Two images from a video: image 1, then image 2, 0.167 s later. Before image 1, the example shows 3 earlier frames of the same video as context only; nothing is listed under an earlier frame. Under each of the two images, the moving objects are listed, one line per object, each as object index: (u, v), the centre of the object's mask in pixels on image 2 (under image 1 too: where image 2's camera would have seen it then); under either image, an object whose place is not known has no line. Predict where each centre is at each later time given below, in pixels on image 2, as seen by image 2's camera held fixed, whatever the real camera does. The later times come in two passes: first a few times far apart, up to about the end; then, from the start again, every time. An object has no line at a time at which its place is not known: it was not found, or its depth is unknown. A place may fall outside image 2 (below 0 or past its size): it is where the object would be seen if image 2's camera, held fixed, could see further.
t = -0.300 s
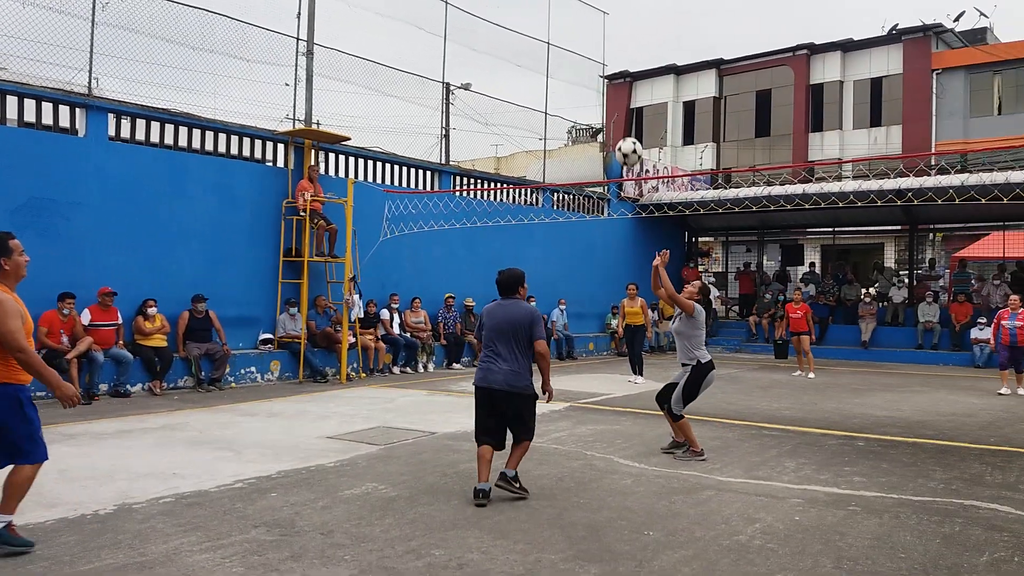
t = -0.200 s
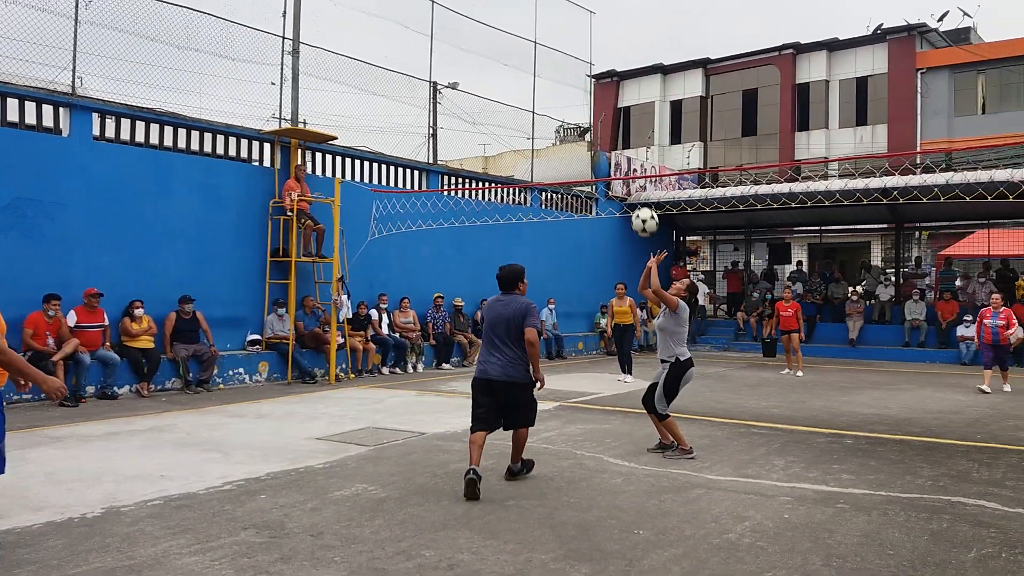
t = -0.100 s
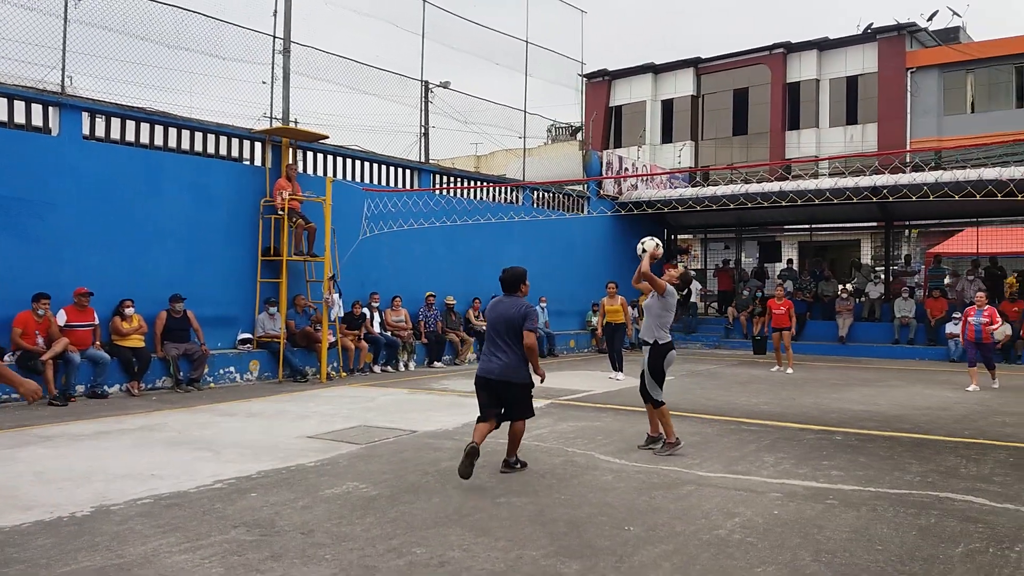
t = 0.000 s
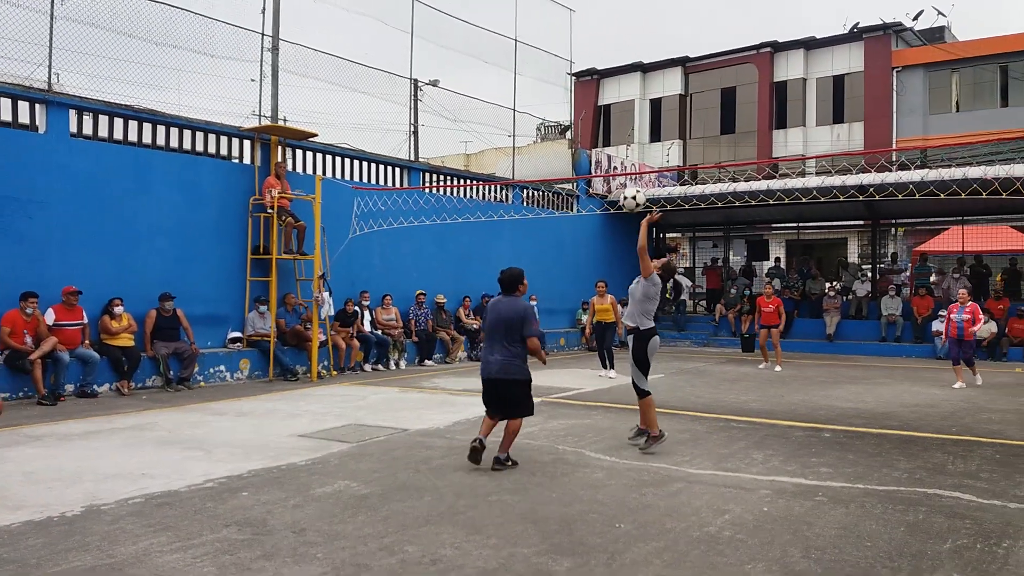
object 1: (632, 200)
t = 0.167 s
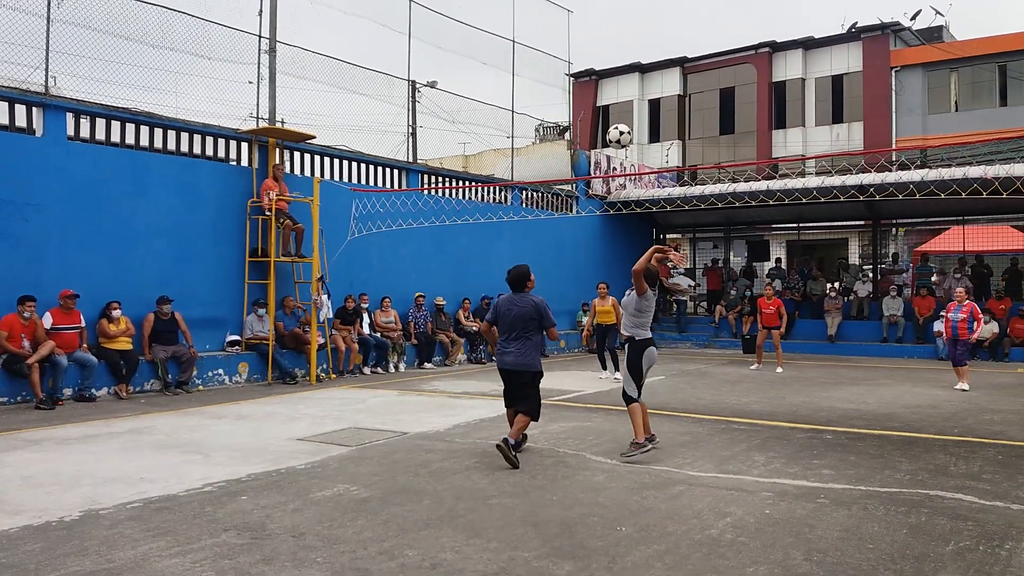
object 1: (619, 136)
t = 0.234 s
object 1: (614, 119)
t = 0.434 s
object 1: (599, 98)
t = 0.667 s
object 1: (581, 128)
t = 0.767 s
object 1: (574, 158)
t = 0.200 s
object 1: (617, 127)
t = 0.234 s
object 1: (614, 119)
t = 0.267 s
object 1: (612, 113)
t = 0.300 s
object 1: (609, 108)
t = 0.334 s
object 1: (606, 103)
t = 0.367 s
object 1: (604, 100)
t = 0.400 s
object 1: (601, 99)
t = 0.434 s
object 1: (599, 98)
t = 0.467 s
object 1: (596, 99)
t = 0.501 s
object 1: (594, 100)
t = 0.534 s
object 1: (591, 103)
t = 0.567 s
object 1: (589, 108)
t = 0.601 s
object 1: (586, 114)
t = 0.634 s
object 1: (584, 120)
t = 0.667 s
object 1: (581, 128)
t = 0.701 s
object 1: (578, 137)
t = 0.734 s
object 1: (577, 147)
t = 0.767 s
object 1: (574, 158)
